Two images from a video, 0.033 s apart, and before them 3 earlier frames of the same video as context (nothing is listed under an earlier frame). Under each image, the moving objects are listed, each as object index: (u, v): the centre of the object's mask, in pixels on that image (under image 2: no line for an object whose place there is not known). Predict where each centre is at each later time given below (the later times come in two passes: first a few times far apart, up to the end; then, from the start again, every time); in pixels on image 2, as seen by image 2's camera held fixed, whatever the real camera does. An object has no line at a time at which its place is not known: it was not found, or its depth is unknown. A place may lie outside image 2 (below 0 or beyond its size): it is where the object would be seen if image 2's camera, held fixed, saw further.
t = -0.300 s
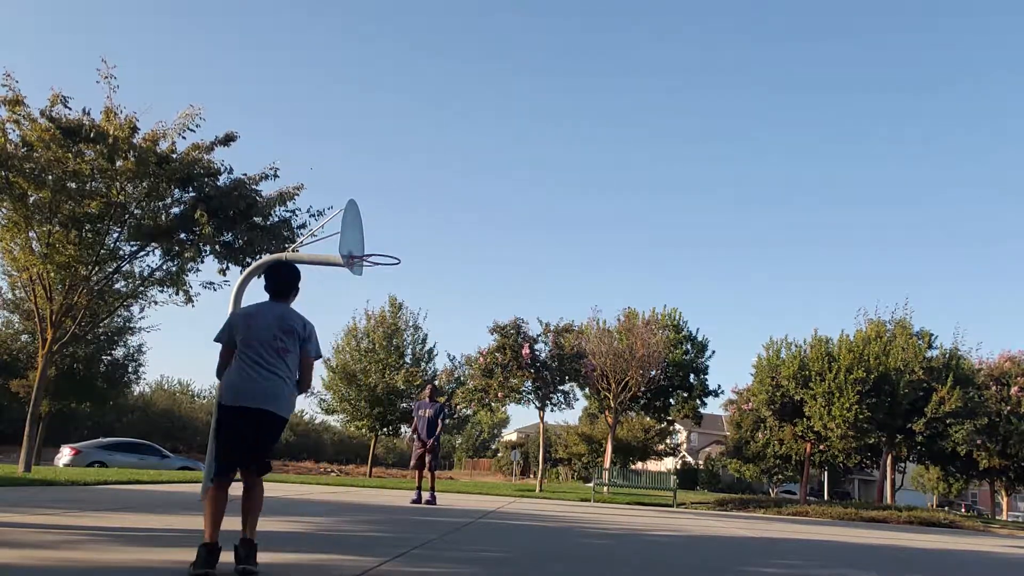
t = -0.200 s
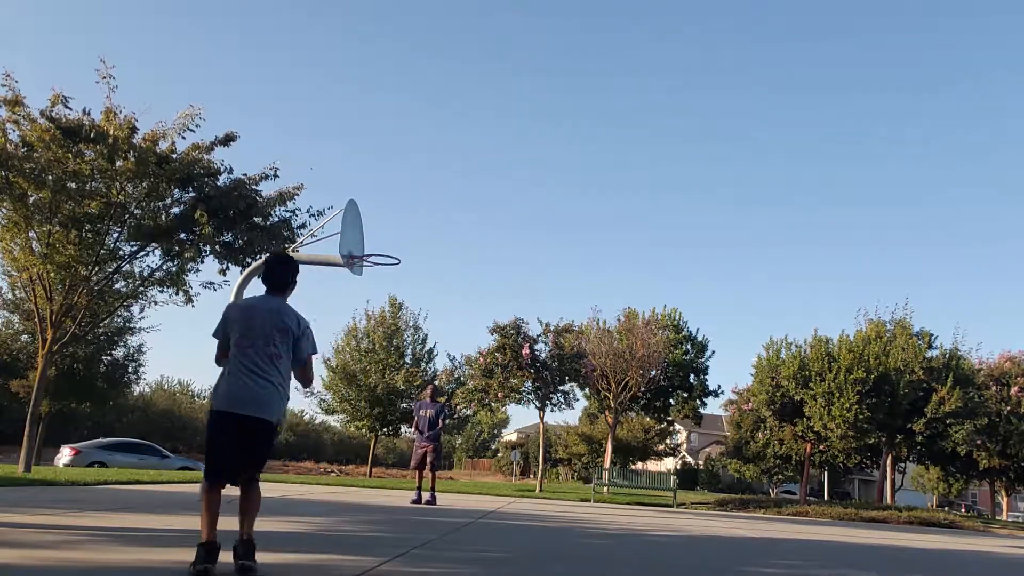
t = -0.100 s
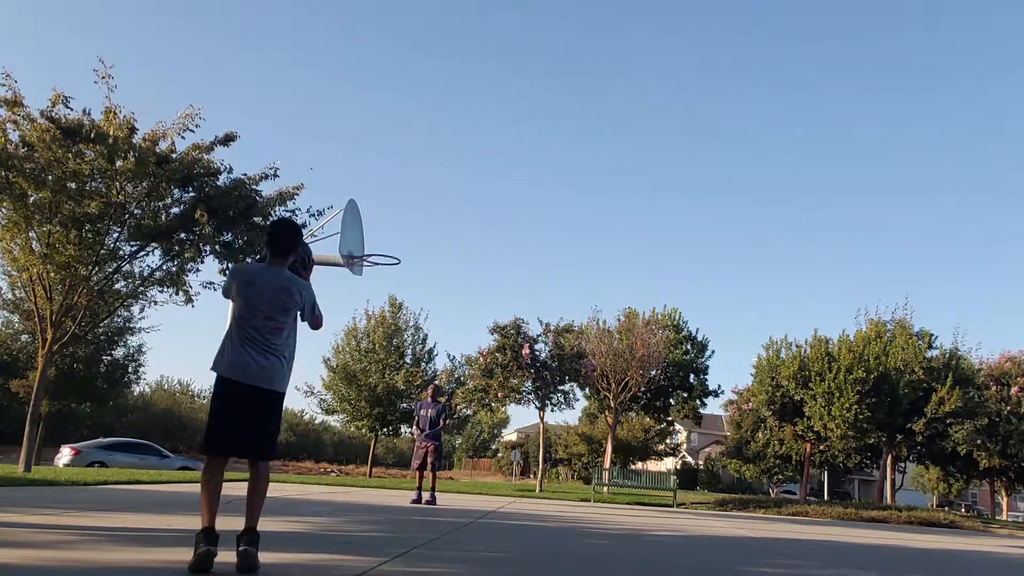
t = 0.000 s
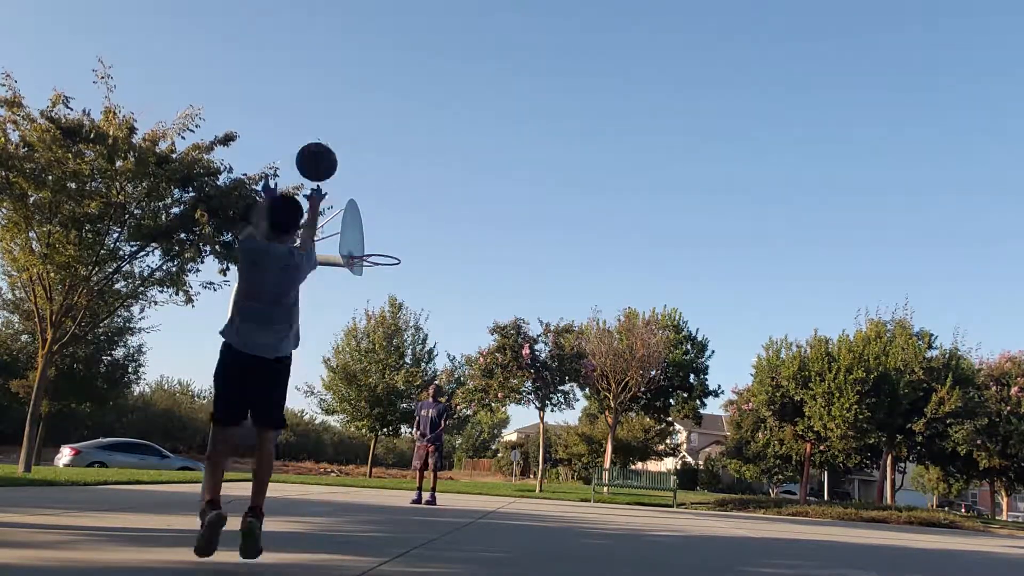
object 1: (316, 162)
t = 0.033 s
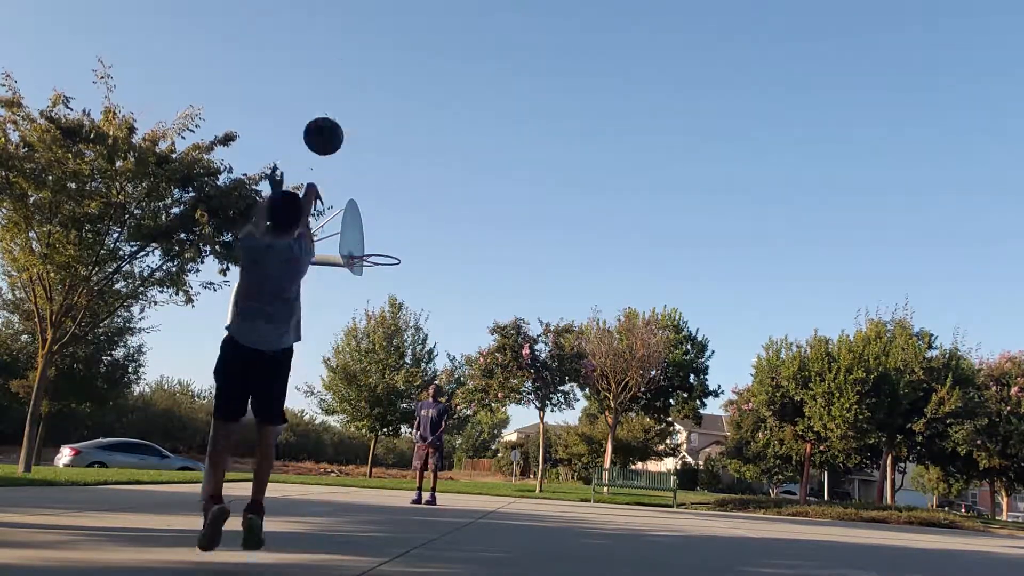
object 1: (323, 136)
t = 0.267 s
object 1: (356, 33)
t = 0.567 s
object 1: (373, 20)
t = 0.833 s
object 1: (376, 79)
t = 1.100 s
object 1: (374, 180)
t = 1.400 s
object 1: (394, 233)
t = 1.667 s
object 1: (430, 245)
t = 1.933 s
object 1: (457, 301)
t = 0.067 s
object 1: (330, 113)
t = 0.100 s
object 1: (335, 94)
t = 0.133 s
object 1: (340, 77)
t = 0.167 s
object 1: (345, 63)
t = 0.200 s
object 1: (349, 51)
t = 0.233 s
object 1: (352, 41)
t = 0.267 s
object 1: (356, 33)
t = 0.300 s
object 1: (358, 26)
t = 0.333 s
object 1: (361, 21)
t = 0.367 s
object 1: (364, 17)
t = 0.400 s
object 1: (366, 15)
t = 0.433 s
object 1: (368, 14)
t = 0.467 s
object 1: (369, 14)
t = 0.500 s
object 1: (371, 15)
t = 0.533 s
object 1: (372, 17)
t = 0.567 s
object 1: (373, 20)
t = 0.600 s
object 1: (374, 25)
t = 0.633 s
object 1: (375, 30)
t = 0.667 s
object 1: (375, 36)
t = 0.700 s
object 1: (376, 43)
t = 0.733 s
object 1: (376, 51)
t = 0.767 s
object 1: (376, 60)
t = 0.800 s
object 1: (376, 69)
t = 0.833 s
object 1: (376, 79)
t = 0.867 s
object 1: (376, 89)
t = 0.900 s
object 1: (376, 100)
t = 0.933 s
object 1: (376, 112)
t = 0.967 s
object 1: (376, 124)
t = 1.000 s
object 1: (376, 138)
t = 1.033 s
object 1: (375, 151)
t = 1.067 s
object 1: (375, 165)
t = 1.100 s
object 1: (374, 180)
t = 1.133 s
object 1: (373, 195)
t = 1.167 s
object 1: (372, 210)
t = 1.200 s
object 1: (370, 227)
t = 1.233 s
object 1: (369, 243)
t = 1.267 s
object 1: (371, 246)
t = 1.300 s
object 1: (377, 241)
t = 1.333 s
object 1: (383, 238)
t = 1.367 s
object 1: (388, 235)
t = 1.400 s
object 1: (394, 233)
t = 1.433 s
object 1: (399, 232)
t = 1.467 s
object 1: (404, 231)
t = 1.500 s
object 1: (409, 232)
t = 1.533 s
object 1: (413, 233)
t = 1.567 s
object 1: (418, 235)
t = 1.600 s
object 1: (422, 238)
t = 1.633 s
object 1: (426, 241)
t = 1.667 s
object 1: (430, 245)
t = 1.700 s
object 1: (434, 250)
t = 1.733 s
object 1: (438, 256)
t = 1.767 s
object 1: (441, 262)
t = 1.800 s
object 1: (445, 269)
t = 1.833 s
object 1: (449, 276)
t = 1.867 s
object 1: (451, 284)
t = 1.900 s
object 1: (454, 292)
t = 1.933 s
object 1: (457, 301)
